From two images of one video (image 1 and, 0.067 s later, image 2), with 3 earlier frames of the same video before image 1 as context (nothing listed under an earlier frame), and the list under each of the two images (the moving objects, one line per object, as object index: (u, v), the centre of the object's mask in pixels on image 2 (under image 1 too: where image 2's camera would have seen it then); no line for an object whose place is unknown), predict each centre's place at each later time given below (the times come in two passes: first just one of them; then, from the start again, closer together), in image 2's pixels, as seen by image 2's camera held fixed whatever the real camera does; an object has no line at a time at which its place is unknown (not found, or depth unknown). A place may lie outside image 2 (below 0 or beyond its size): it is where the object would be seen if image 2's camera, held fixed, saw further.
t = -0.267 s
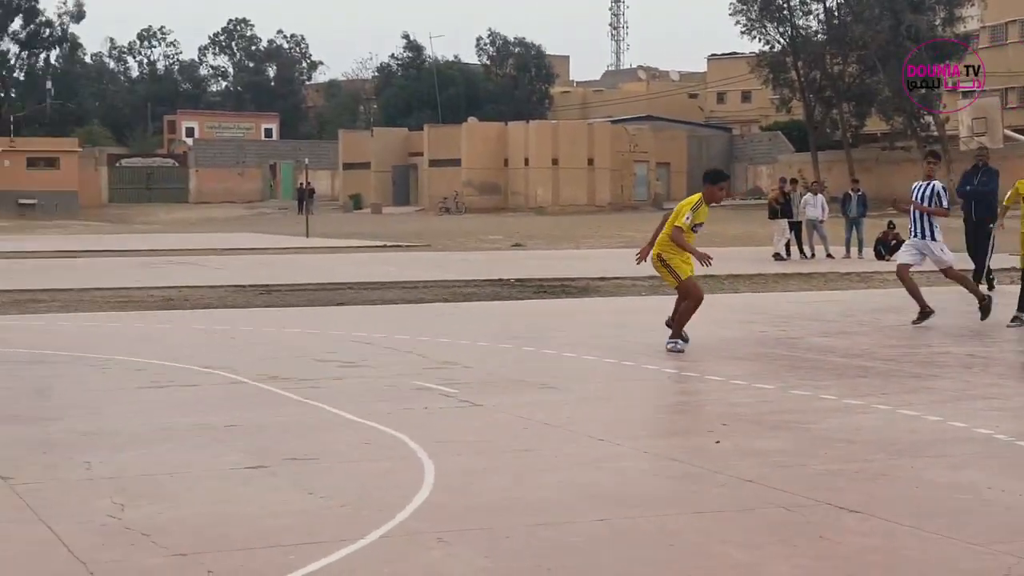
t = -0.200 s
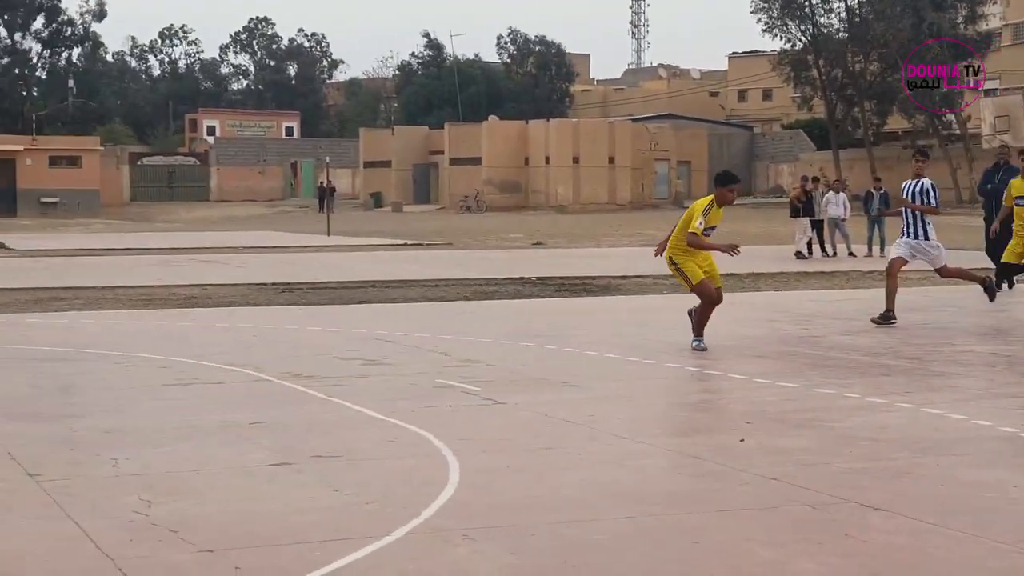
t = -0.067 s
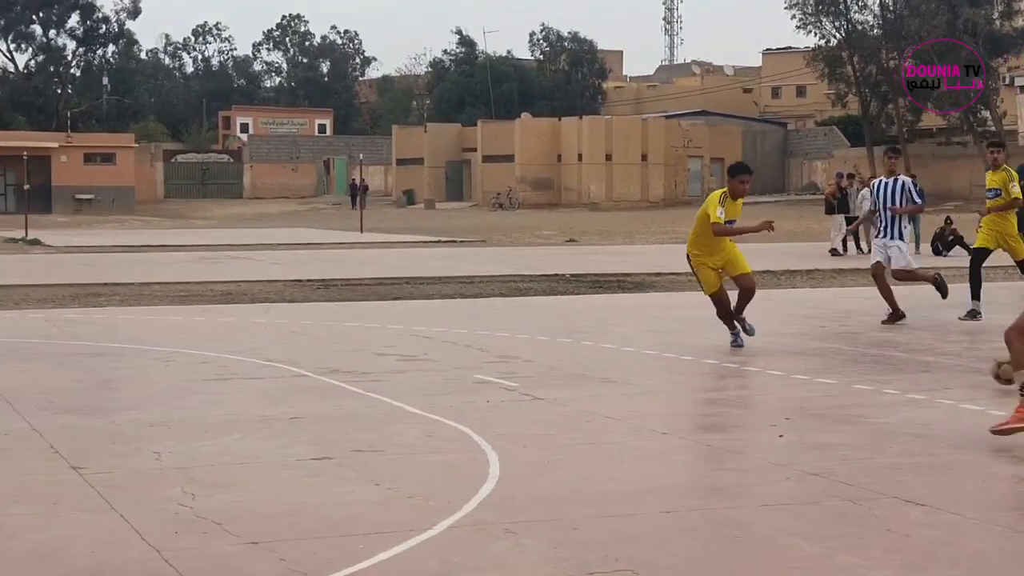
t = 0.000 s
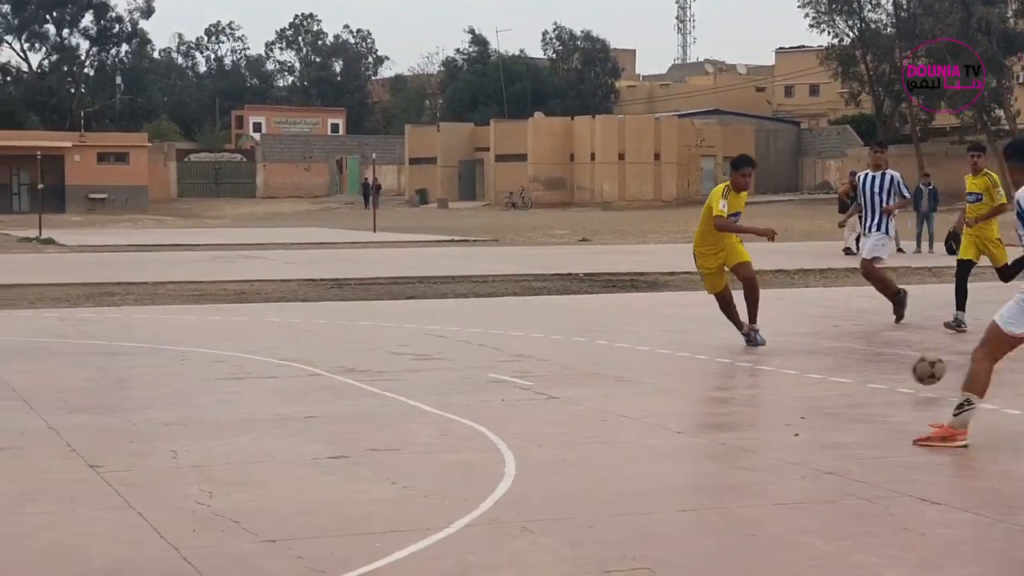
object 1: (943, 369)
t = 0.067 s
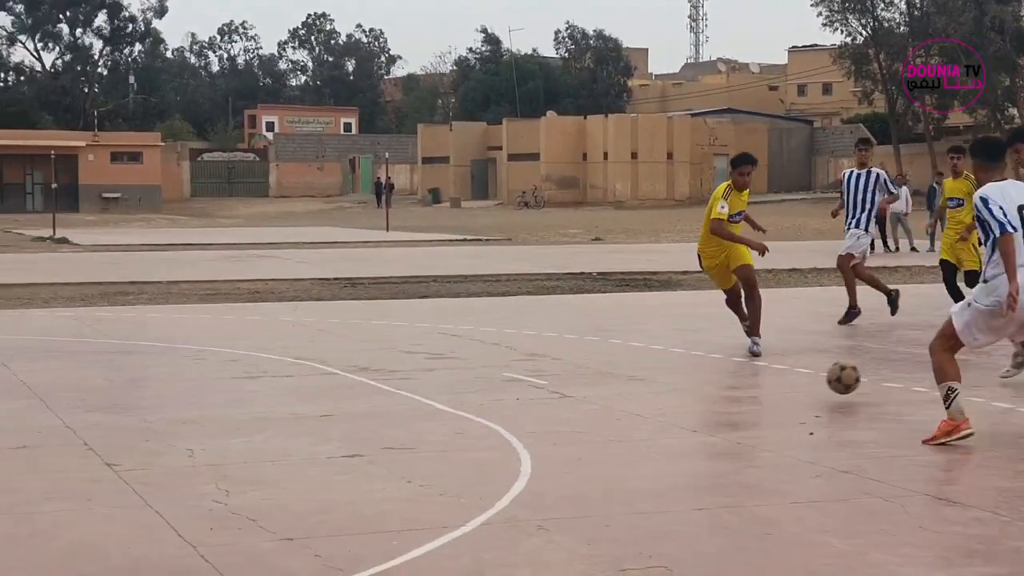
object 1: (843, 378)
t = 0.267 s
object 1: (550, 402)
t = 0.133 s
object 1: (742, 391)
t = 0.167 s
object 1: (694, 394)
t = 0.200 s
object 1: (646, 398)
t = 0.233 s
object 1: (597, 400)
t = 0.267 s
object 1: (550, 402)
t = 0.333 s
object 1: (450, 411)
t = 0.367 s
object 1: (397, 414)
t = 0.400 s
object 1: (344, 417)
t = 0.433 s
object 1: (289, 419)
